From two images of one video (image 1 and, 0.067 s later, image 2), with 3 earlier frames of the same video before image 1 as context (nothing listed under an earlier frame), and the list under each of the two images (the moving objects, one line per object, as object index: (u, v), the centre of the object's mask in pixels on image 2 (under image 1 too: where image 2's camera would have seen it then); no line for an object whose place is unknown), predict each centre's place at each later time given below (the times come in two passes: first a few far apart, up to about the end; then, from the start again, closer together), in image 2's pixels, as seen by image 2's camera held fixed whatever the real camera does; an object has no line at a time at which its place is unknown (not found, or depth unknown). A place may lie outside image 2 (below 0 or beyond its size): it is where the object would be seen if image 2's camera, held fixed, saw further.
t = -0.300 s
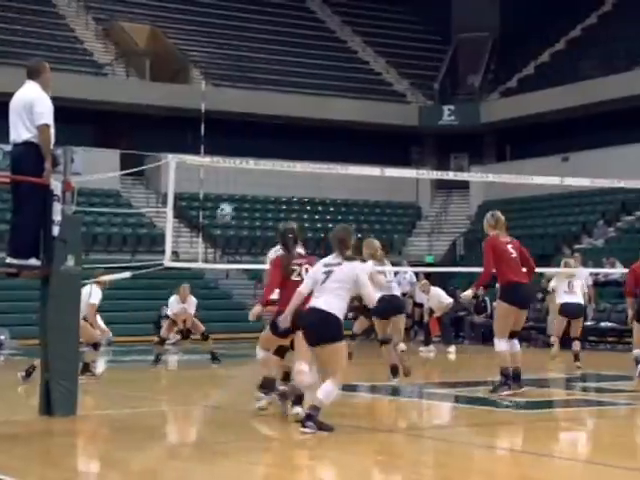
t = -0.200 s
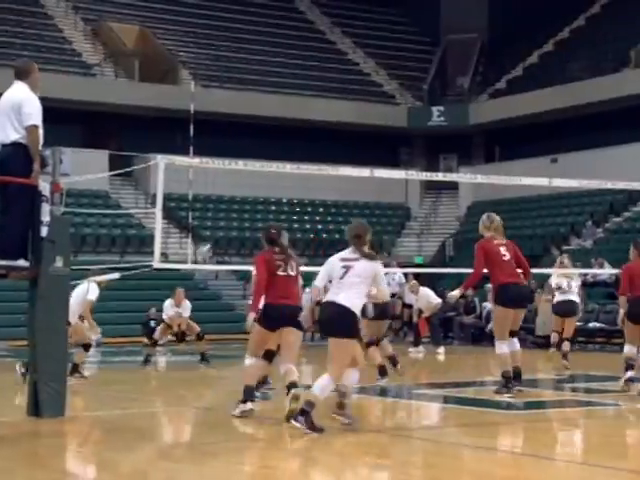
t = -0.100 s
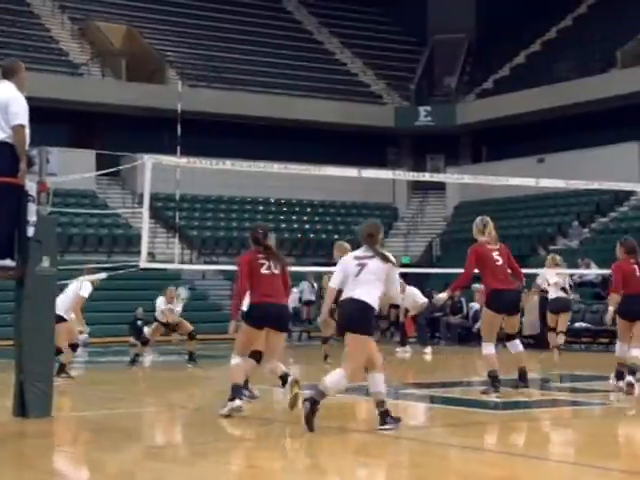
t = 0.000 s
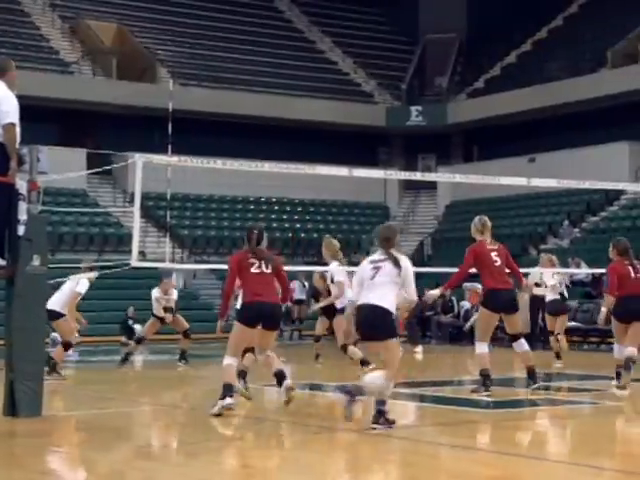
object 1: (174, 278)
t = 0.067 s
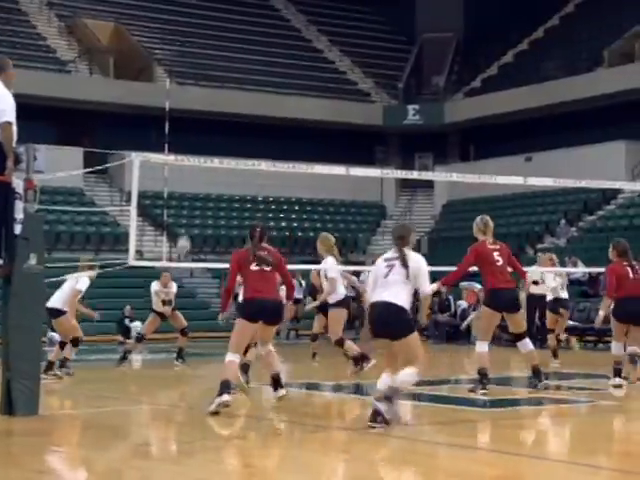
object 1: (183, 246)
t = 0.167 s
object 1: (198, 196)
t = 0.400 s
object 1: (233, 109)
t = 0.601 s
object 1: (263, 62)
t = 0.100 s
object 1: (188, 227)
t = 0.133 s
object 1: (192, 212)
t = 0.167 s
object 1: (198, 196)
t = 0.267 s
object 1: (213, 152)
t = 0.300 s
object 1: (218, 142)
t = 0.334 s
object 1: (223, 130)
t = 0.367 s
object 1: (228, 119)
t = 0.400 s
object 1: (233, 109)
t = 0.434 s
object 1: (238, 97)
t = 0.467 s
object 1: (243, 89)
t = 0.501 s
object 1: (248, 81)
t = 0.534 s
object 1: (253, 75)
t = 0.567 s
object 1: (258, 68)
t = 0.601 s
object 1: (263, 62)
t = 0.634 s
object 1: (268, 58)
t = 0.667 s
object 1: (274, 54)
